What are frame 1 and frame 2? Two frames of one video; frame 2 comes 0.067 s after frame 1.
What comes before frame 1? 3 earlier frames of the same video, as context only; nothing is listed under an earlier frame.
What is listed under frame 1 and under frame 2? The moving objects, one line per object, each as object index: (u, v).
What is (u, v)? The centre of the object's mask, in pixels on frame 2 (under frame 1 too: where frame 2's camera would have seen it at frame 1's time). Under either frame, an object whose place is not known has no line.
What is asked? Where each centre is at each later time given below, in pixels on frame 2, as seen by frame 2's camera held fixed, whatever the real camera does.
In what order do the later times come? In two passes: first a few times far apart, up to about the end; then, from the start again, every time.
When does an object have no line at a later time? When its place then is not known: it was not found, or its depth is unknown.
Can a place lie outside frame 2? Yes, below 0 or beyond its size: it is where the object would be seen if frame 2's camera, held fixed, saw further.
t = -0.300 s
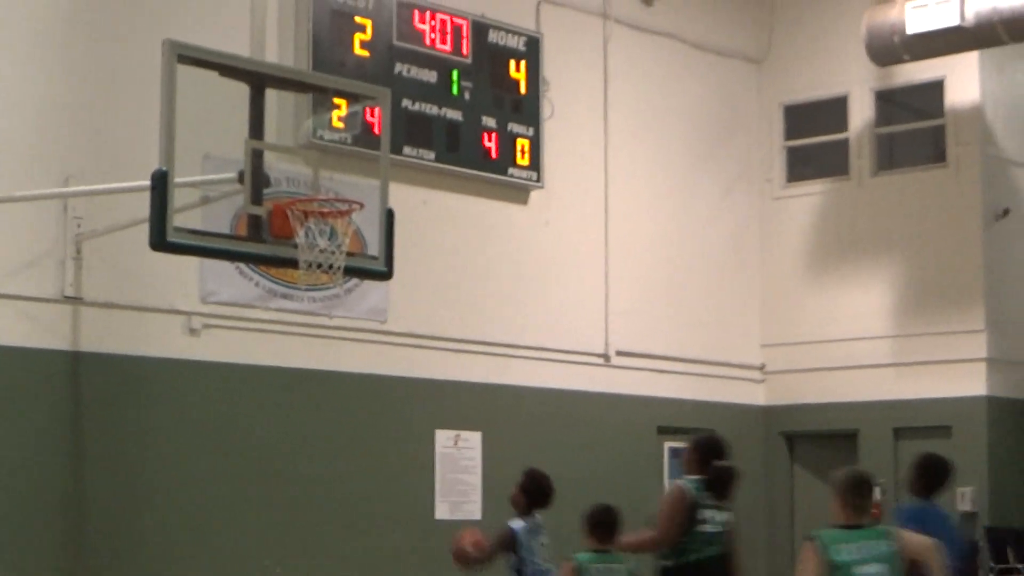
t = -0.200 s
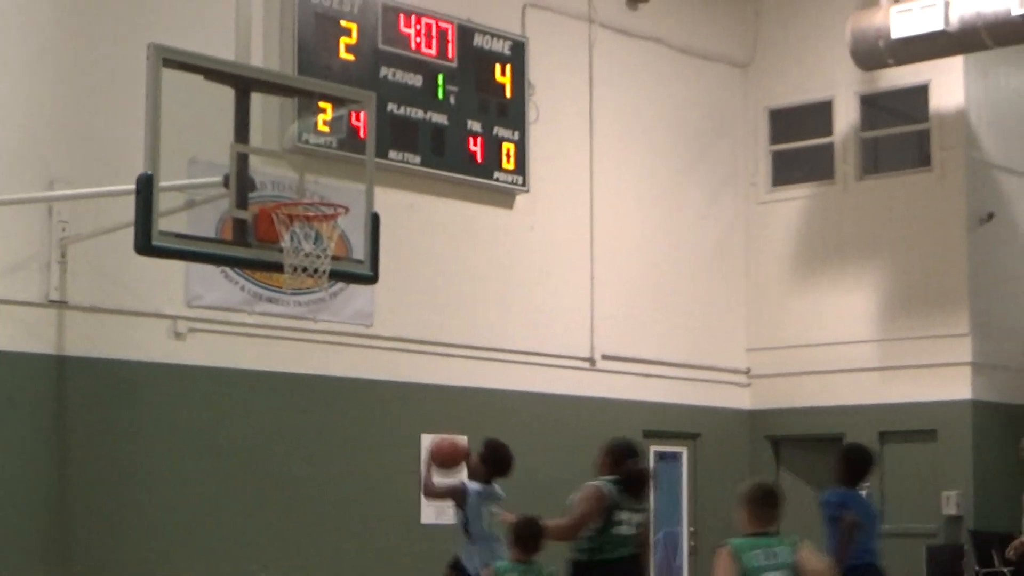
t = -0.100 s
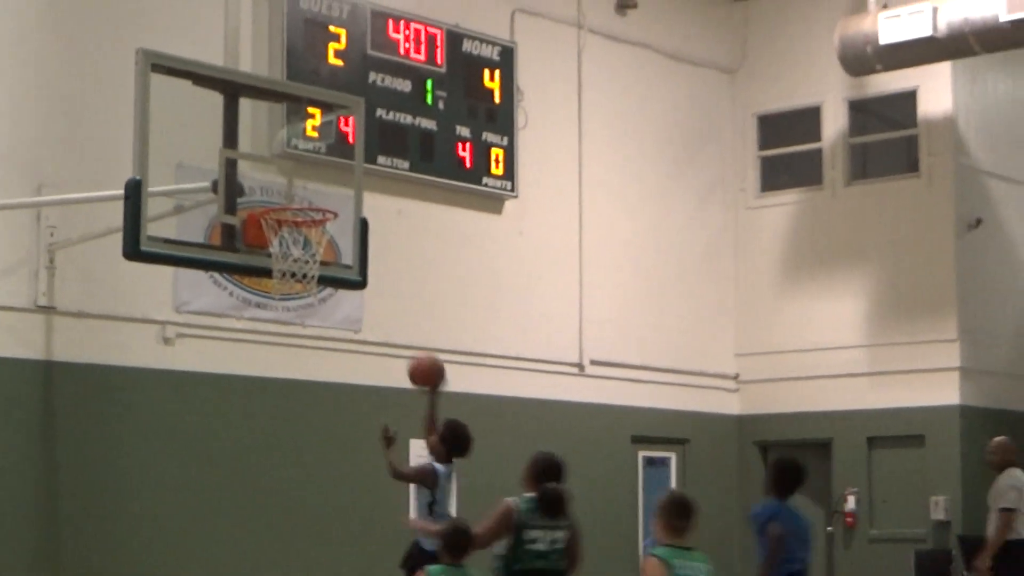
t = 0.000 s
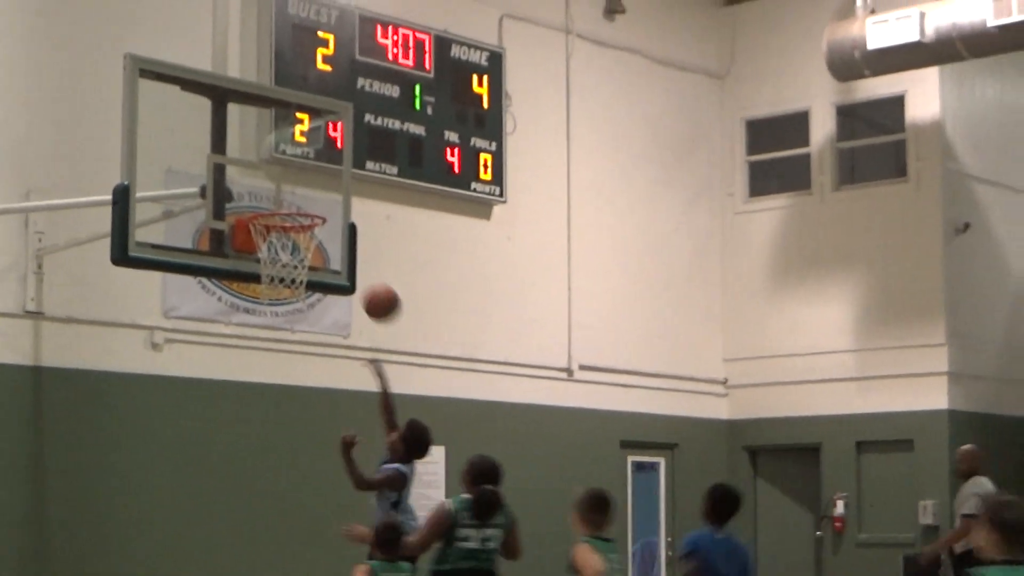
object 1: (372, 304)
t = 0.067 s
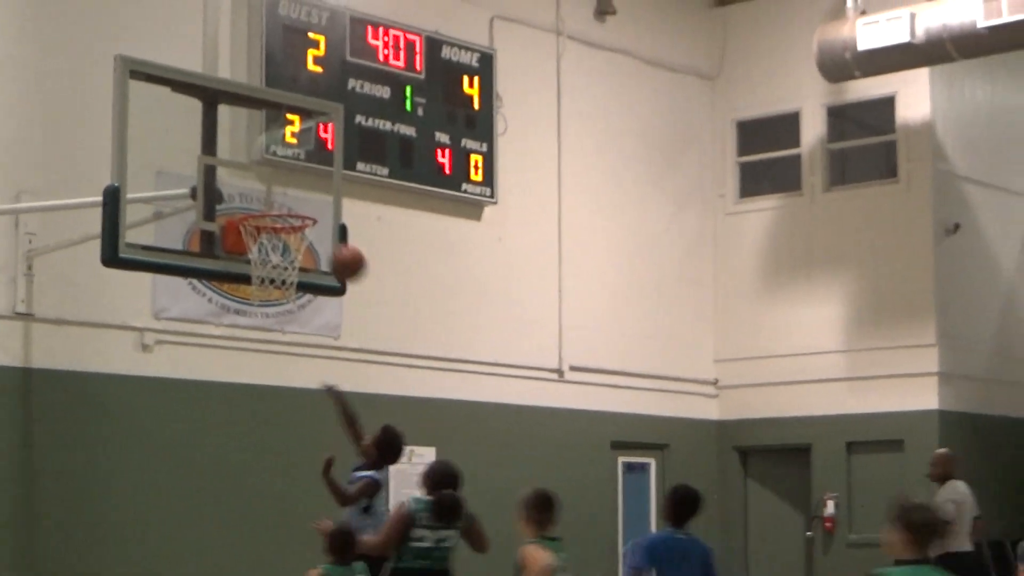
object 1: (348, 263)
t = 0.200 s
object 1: (298, 202)
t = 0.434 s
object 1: (315, 194)
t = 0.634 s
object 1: (355, 210)
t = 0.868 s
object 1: (407, 293)
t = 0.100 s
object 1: (336, 247)
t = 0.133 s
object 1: (326, 232)
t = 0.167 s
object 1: (313, 215)
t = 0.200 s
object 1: (298, 202)
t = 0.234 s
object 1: (287, 194)
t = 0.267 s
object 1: (291, 190)
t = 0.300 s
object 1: (296, 187)
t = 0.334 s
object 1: (300, 186)
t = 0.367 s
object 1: (305, 187)
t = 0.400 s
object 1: (310, 190)
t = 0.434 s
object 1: (315, 194)
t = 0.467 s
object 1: (320, 201)
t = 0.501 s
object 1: (326, 202)
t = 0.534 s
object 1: (333, 202)
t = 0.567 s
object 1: (341, 202)
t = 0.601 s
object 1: (348, 205)
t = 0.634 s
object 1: (355, 210)
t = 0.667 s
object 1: (362, 216)
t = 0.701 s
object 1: (370, 224)
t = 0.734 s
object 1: (377, 234)
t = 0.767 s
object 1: (385, 245)
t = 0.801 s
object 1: (392, 259)
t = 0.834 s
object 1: (400, 275)
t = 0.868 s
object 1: (407, 293)
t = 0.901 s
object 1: (415, 312)
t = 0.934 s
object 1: (423, 333)
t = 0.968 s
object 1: (430, 357)
